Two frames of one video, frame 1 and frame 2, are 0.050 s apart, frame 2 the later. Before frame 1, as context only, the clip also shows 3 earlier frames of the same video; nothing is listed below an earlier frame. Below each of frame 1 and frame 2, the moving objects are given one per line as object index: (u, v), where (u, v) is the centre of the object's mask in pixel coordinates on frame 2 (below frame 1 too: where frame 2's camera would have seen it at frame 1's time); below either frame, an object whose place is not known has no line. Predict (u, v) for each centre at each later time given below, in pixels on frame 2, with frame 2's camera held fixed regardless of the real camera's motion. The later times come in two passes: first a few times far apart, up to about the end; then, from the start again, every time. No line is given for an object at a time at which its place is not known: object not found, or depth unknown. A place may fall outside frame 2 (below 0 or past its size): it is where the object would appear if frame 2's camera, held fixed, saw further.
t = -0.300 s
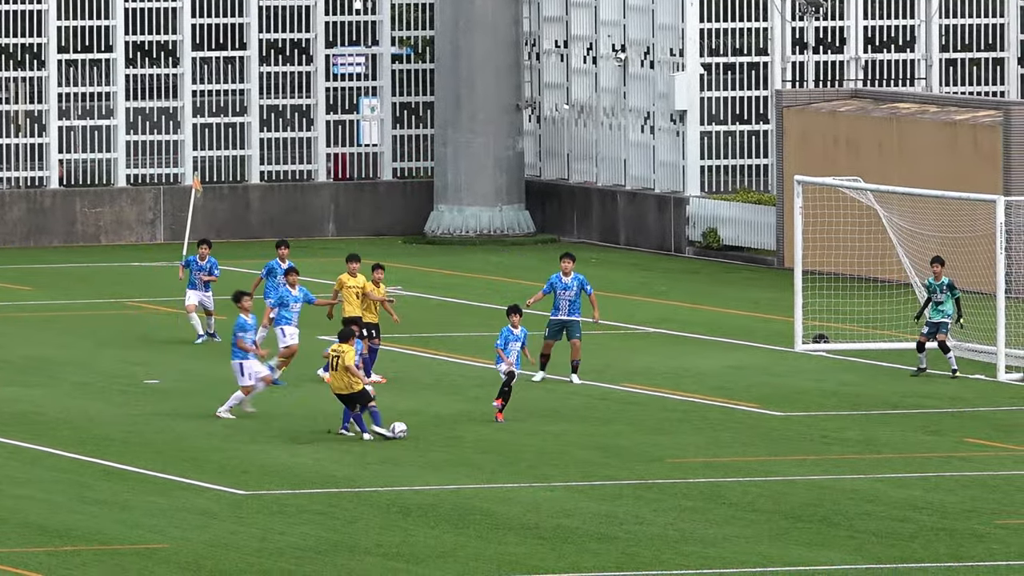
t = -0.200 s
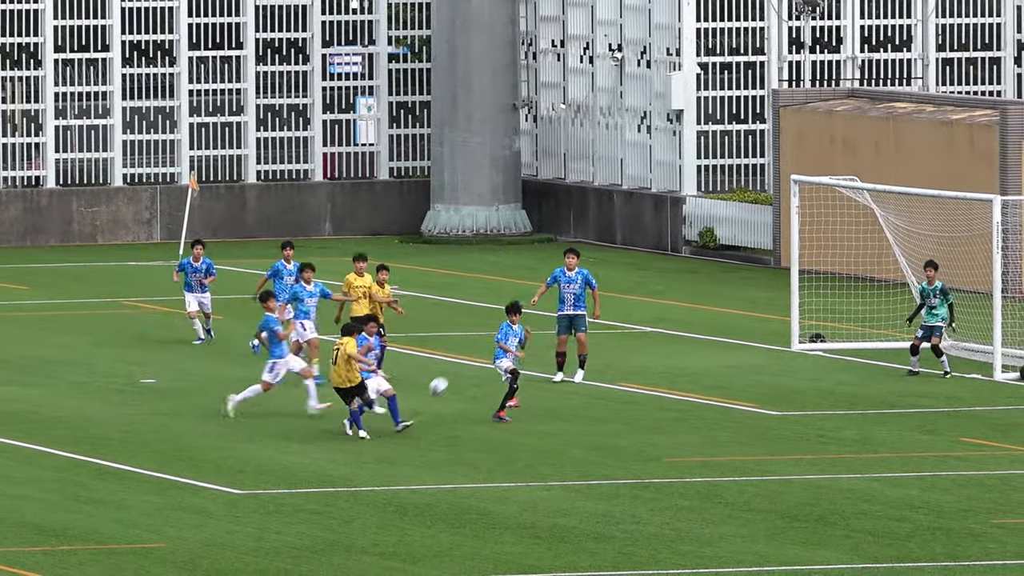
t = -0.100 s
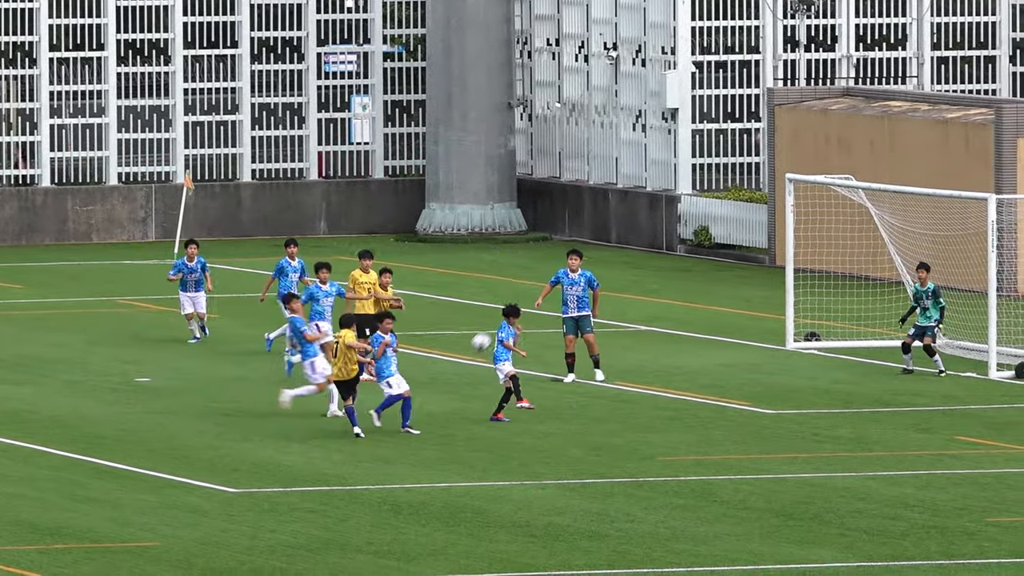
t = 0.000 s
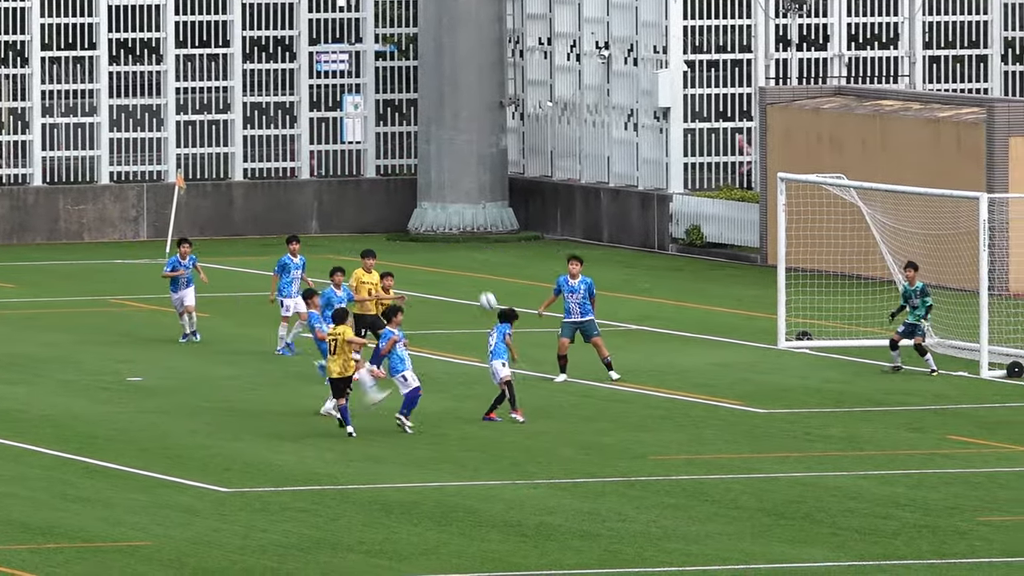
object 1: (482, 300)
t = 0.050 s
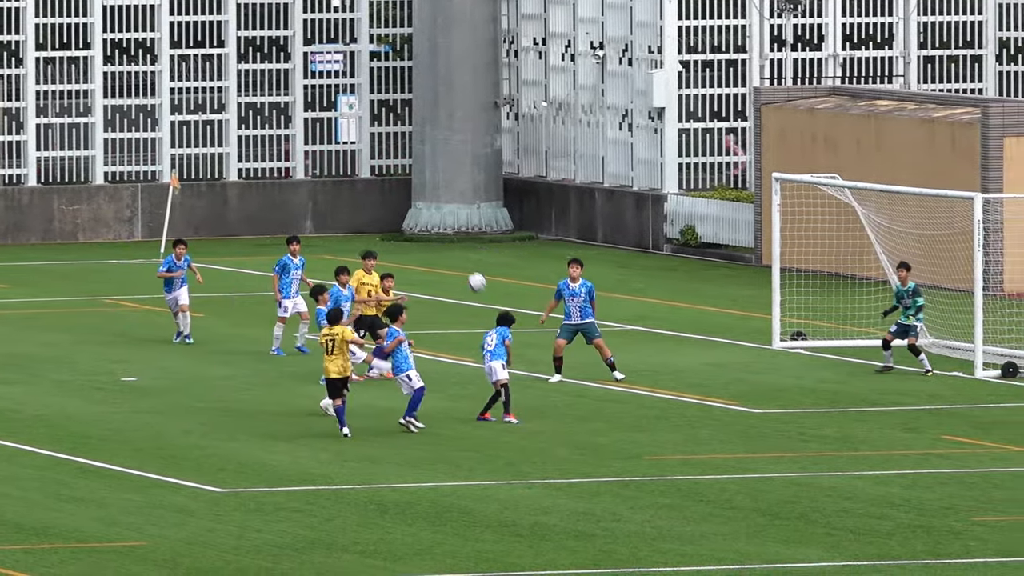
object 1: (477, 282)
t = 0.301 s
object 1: (450, 212)
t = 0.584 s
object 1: (422, 189)
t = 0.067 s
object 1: (475, 275)
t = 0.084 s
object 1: (473, 270)
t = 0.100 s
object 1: (471, 265)
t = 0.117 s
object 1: (468, 259)
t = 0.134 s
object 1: (467, 254)
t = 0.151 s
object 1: (465, 248)
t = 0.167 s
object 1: (463, 243)
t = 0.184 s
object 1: (461, 239)
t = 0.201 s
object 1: (459, 234)
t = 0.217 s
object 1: (457, 231)
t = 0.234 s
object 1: (456, 226)
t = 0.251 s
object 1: (455, 223)
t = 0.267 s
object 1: (453, 219)
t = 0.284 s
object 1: (450, 215)
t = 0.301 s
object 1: (450, 212)
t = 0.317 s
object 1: (448, 209)
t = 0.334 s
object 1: (446, 207)
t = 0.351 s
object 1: (444, 204)
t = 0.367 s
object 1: (442, 202)
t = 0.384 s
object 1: (441, 200)
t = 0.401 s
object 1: (440, 197)
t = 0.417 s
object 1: (437, 195)
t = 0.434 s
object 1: (436, 194)
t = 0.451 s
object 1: (435, 193)
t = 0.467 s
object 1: (432, 192)
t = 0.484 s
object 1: (431, 191)
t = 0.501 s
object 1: (430, 190)
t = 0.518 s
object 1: (428, 189)
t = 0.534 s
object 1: (427, 189)
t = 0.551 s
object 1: (426, 188)
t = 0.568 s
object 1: (423, 189)
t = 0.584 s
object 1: (422, 189)
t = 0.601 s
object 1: (420, 190)
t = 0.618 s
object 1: (419, 190)
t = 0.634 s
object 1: (417, 191)
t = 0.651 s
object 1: (416, 192)
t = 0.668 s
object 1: (414, 193)
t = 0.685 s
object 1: (413, 195)
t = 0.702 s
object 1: (411, 196)
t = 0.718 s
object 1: (410, 199)
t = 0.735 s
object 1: (408, 200)
